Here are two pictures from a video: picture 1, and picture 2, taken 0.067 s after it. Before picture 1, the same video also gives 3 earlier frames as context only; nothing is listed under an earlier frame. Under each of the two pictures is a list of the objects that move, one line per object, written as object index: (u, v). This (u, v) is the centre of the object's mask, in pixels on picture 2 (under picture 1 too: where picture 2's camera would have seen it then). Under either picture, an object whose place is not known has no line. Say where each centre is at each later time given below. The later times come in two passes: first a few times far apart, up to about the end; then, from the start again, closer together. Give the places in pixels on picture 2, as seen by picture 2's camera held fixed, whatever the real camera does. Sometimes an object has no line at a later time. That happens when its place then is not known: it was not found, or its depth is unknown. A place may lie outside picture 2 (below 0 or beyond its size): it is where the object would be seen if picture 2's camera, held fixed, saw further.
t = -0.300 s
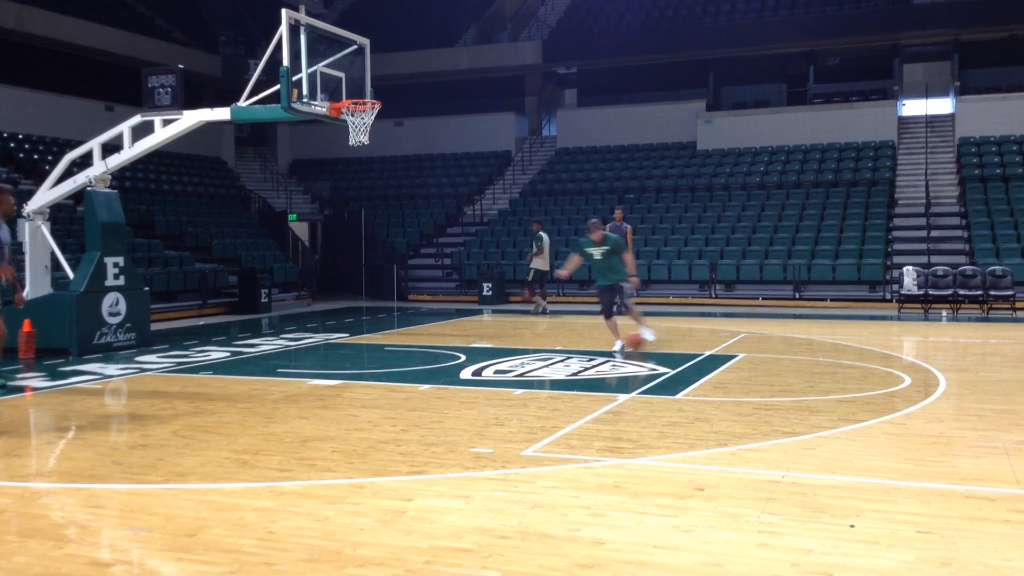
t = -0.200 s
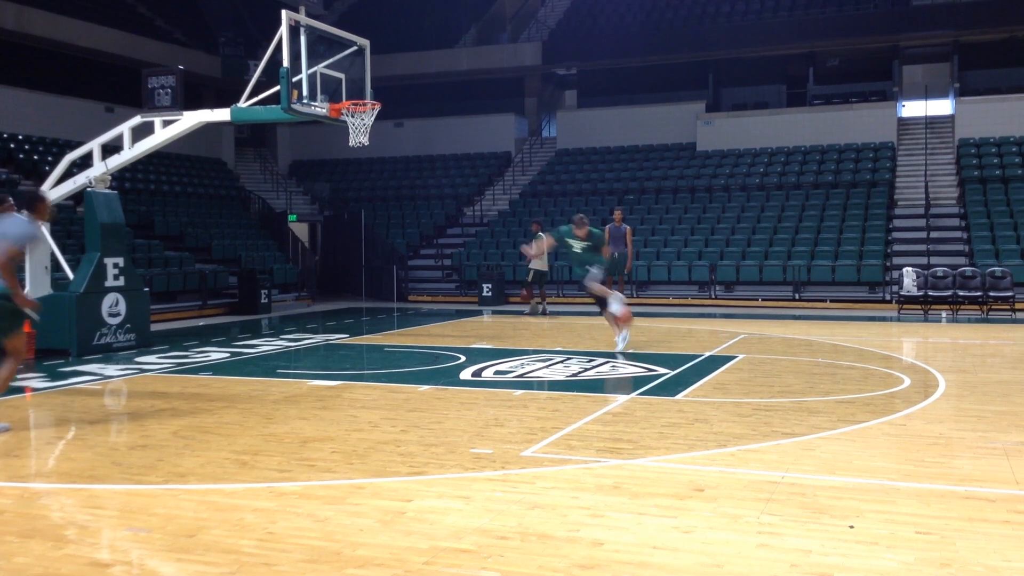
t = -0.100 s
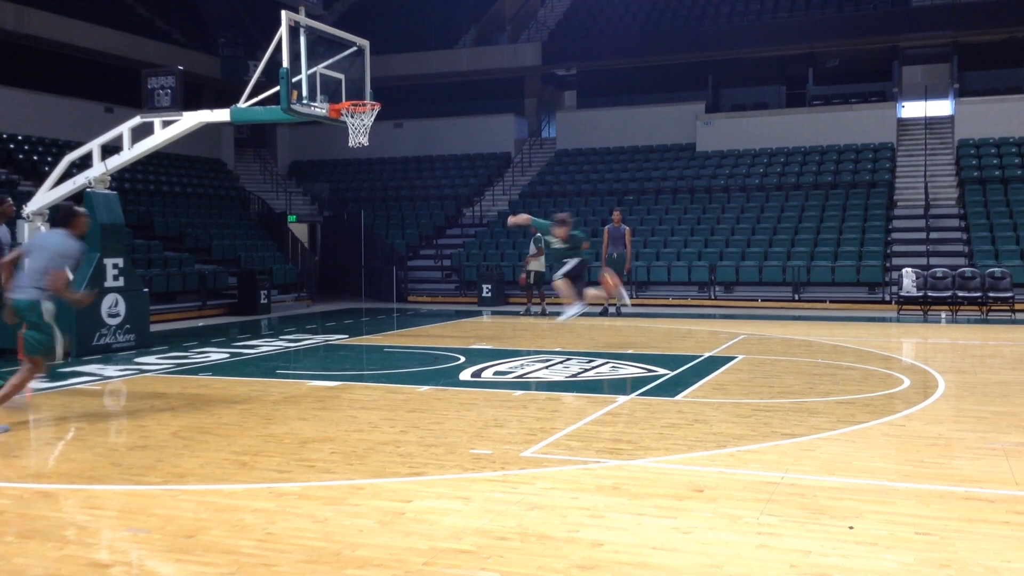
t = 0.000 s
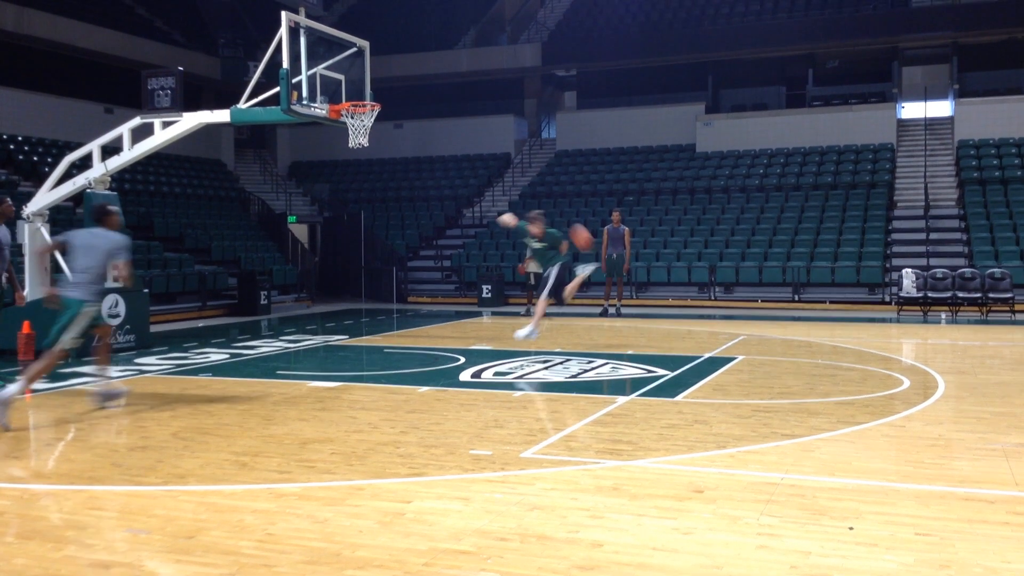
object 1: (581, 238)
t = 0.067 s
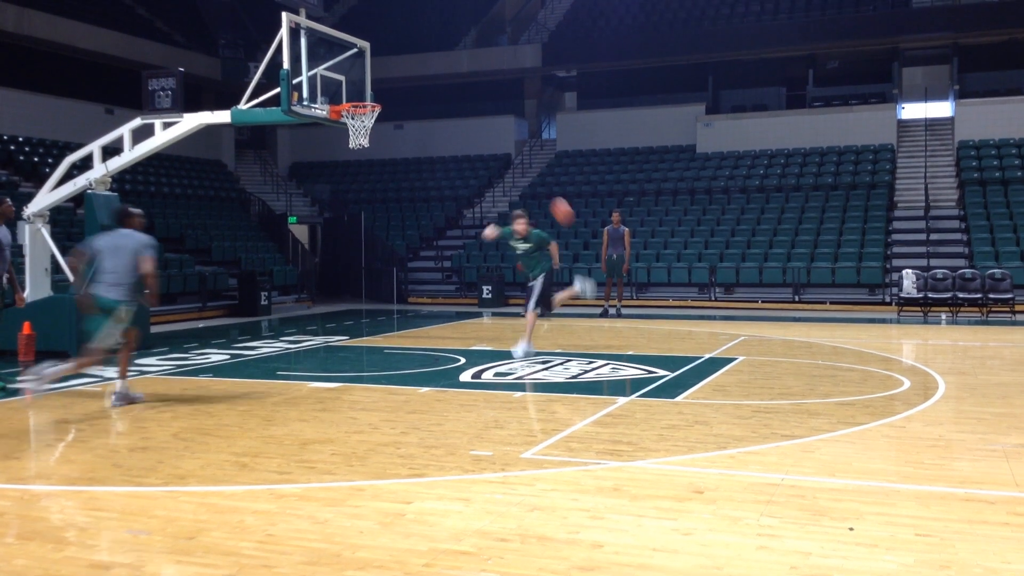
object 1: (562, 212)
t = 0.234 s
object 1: (509, 157)
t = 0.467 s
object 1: (433, 117)
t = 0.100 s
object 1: (552, 199)
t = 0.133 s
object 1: (542, 188)
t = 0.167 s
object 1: (532, 177)
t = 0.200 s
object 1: (520, 166)
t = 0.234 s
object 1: (509, 157)
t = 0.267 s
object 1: (499, 150)
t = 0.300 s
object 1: (488, 142)
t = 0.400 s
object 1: (456, 125)
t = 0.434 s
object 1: (444, 120)
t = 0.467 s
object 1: (433, 117)
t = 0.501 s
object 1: (421, 115)
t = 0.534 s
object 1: (410, 114)
